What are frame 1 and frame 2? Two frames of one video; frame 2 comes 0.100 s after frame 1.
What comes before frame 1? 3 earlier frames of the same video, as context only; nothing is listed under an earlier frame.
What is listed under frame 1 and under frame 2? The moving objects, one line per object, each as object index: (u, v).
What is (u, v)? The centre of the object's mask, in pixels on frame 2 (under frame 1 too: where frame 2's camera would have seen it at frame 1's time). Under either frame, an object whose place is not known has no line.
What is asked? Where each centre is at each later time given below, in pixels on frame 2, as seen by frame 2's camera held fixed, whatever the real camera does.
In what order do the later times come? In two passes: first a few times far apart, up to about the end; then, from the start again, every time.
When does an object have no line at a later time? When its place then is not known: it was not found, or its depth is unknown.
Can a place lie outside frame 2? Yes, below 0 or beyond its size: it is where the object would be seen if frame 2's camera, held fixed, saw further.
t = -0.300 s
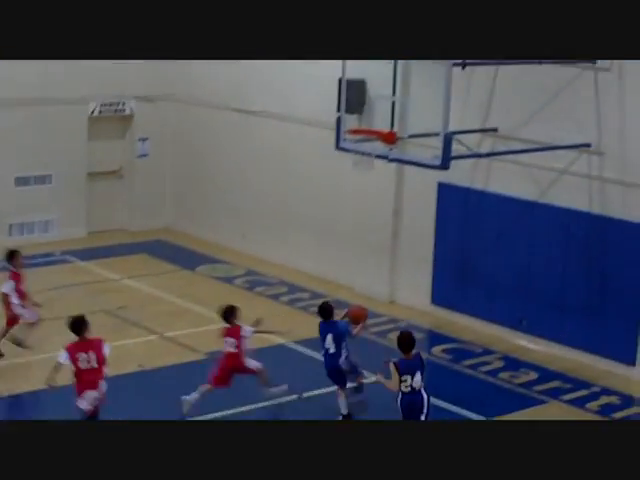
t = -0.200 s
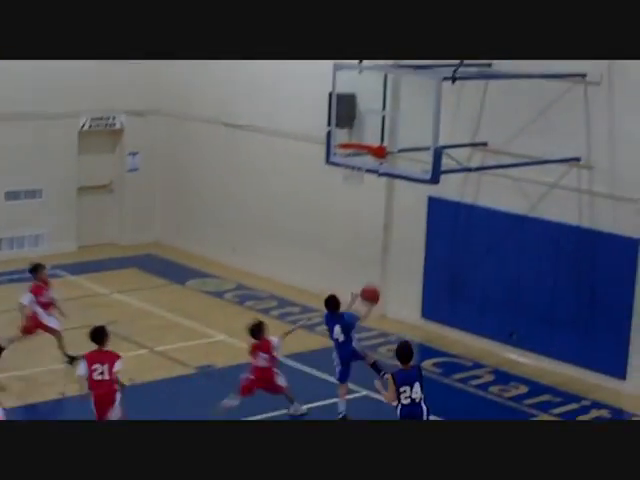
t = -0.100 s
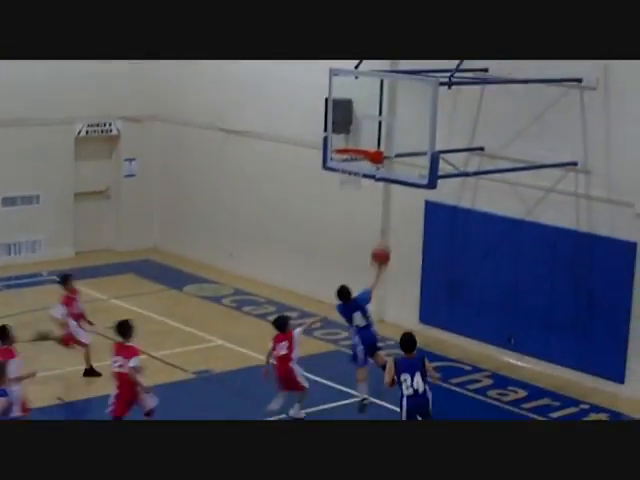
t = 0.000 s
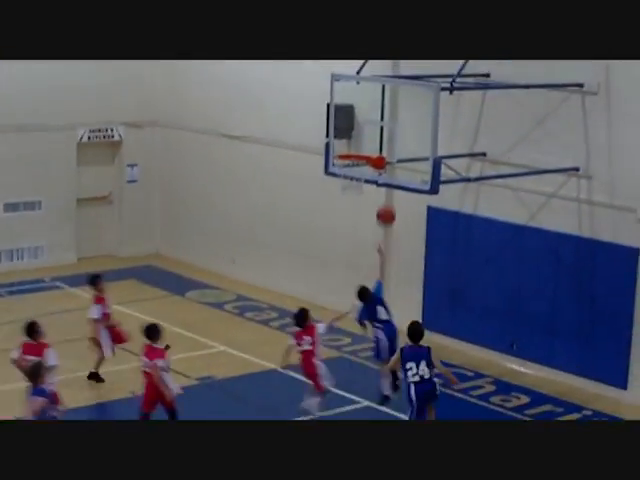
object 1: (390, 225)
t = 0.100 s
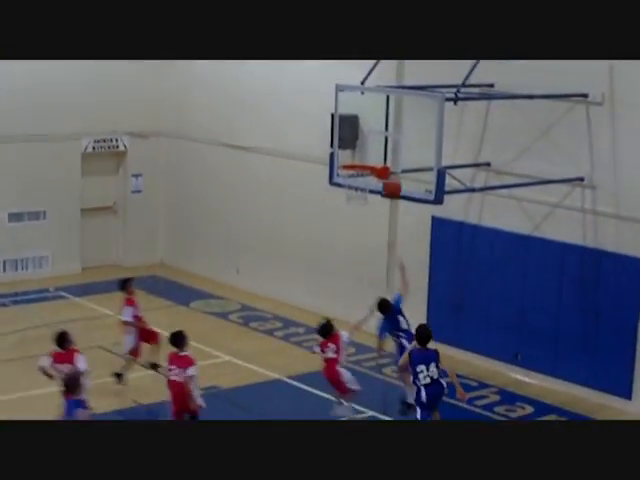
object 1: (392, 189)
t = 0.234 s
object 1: (393, 152)
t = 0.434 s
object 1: (370, 138)
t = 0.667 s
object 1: (348, 159)
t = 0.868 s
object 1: (364, 162)
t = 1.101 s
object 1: (356, 174)
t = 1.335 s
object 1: (367, 200)
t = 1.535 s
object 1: (365, 234)
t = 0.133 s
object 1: (392, 178)
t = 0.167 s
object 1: (393, 166)
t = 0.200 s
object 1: (393, 160)
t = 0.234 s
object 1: (393, 152)
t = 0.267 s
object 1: (390, 148)
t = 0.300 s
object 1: (385, 144)
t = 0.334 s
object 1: (382, 141)
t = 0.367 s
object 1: (378, 139)
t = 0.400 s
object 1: (374, 138)
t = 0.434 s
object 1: (370, 138)
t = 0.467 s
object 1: (366, 139)
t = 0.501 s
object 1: (362, 141)
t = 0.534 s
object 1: (359, 144)
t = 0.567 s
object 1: (354, 147)
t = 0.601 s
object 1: (350, 151)
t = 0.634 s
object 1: (345, 157)
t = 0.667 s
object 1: (348, 159)
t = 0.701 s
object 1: (352, 159)
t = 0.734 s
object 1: (357, 159)
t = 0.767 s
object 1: (360, 159)
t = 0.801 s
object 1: (365, 161)
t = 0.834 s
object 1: (368, 163)
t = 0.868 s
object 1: (364, 162)
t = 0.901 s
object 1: (360, 161)
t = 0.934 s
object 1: (355, 163)
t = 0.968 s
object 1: (350, 165)
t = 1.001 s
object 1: (350, 166)
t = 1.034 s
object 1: (352, 168)
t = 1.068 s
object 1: (354, 170)
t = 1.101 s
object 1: (356, 174)
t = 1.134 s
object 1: (360, 180)
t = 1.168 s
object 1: (362, 184)
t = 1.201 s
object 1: (364, 190)
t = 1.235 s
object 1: (366, 193)
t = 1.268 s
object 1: (367, 195)
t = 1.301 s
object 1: (367, 198)
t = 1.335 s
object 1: (367, 200)
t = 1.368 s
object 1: (367, 205)
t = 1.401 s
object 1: (366, 209)
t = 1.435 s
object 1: (366, 214)
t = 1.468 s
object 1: (366, 220)
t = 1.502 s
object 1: (365, 227)
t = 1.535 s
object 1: (365, 234)
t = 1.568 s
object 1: (364, 242)
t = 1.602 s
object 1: (364, 253)
